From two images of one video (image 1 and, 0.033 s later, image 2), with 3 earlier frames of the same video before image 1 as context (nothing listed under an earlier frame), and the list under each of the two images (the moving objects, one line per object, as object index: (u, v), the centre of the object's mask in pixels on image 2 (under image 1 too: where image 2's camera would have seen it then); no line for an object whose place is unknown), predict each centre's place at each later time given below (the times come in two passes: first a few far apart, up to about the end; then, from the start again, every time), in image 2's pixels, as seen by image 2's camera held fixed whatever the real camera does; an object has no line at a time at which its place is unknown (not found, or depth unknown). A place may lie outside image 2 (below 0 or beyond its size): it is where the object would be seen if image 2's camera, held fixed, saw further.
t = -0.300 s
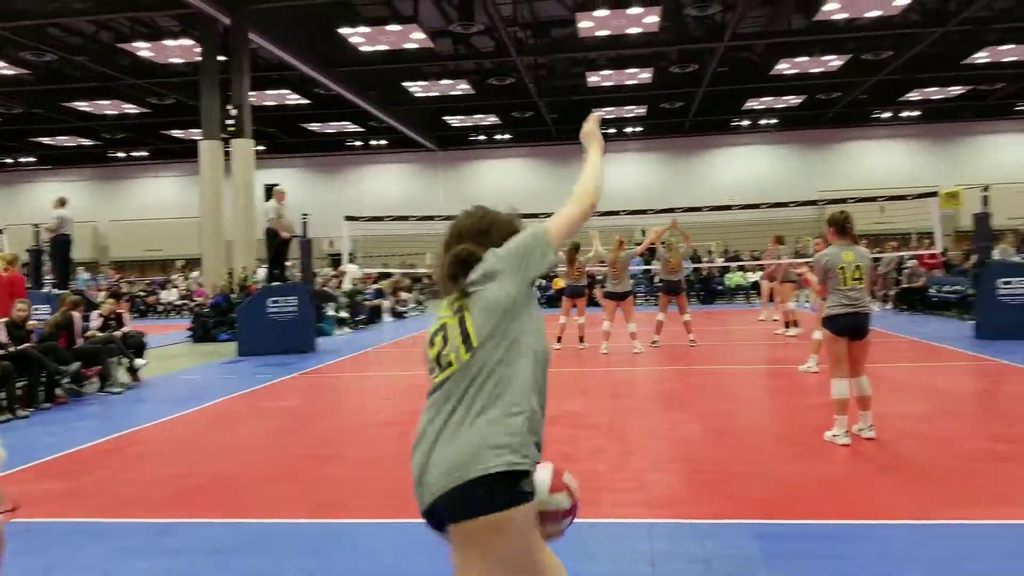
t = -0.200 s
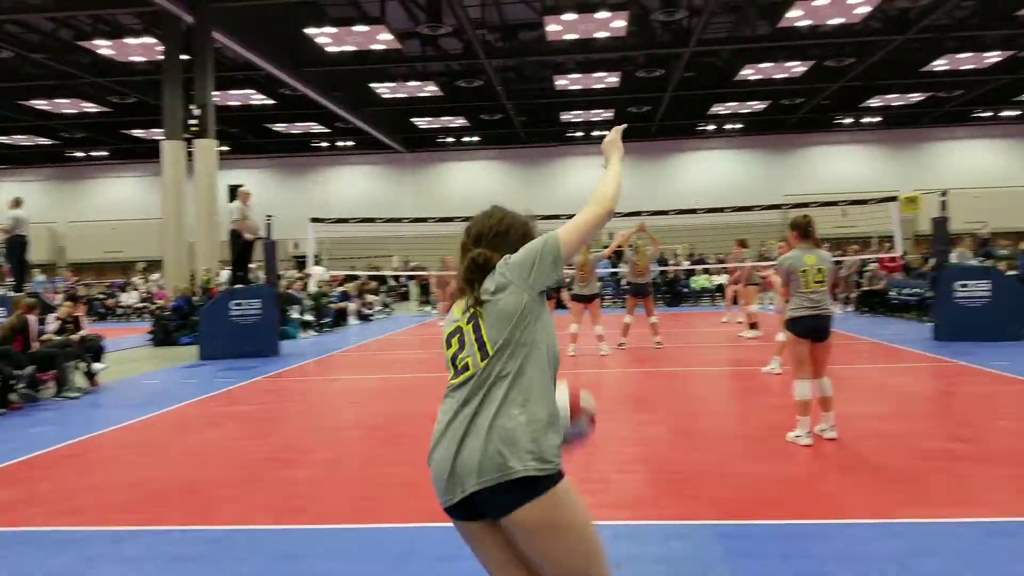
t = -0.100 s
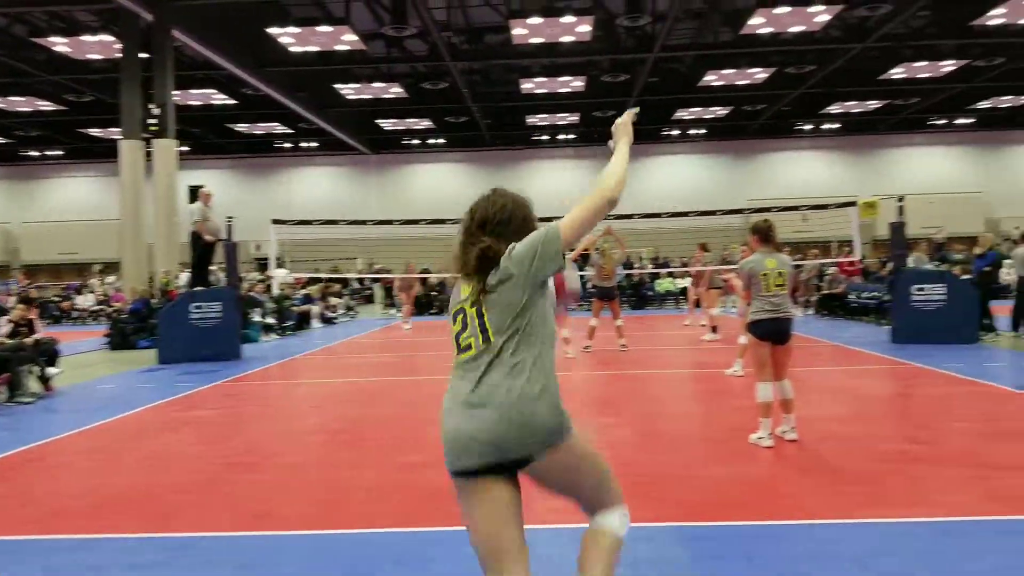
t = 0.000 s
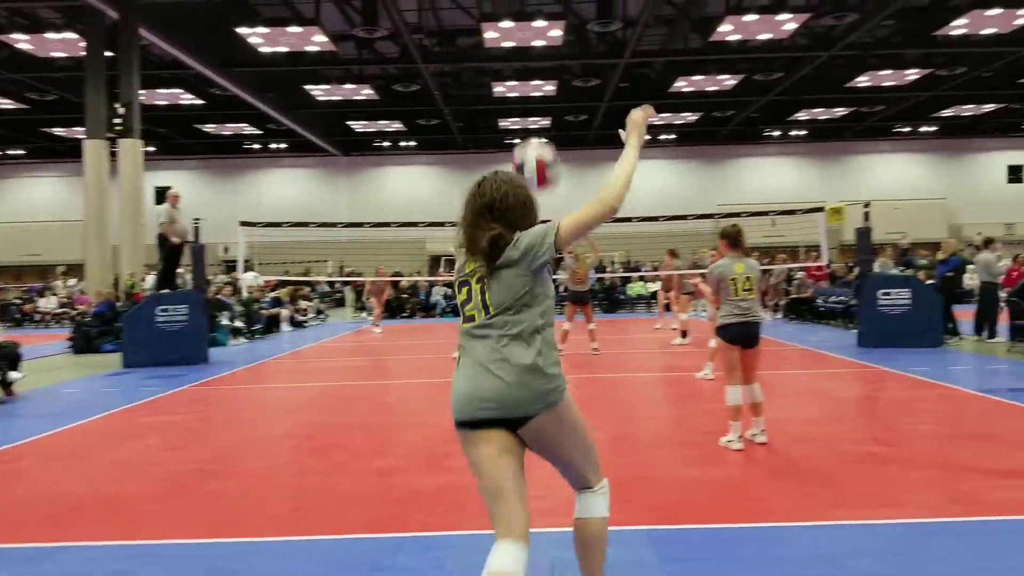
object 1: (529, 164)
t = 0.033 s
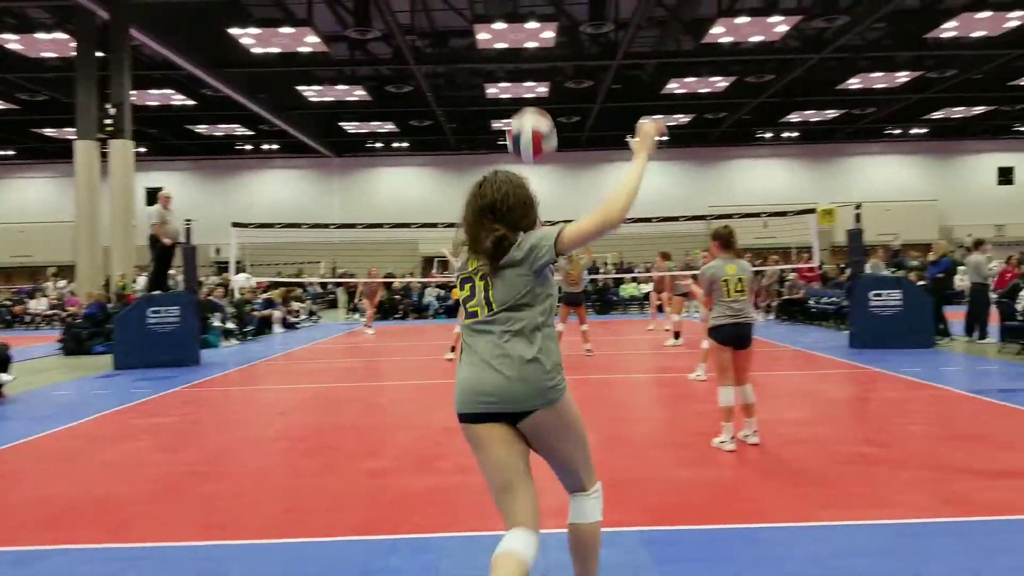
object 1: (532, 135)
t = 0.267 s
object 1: (550, 8)
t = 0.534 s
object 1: (568, 13)
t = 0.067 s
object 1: (536, 109)
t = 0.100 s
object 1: (538, 85)
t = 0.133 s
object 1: (541, 62)
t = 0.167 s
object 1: (543, 45)
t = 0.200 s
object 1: (545, 29)
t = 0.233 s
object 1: (547, 16)
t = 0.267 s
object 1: (550, 8)
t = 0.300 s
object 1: (552, 3)
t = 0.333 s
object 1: (554, 0)
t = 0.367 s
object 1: (556, -2)
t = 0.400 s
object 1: (559, -3)
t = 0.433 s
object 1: (561, -2)
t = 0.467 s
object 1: (563, 0)
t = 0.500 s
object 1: (566, 5)
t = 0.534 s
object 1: (568, 13)
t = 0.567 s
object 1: (570, 23)
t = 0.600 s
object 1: (573, 36)
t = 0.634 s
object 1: (575, 49)
